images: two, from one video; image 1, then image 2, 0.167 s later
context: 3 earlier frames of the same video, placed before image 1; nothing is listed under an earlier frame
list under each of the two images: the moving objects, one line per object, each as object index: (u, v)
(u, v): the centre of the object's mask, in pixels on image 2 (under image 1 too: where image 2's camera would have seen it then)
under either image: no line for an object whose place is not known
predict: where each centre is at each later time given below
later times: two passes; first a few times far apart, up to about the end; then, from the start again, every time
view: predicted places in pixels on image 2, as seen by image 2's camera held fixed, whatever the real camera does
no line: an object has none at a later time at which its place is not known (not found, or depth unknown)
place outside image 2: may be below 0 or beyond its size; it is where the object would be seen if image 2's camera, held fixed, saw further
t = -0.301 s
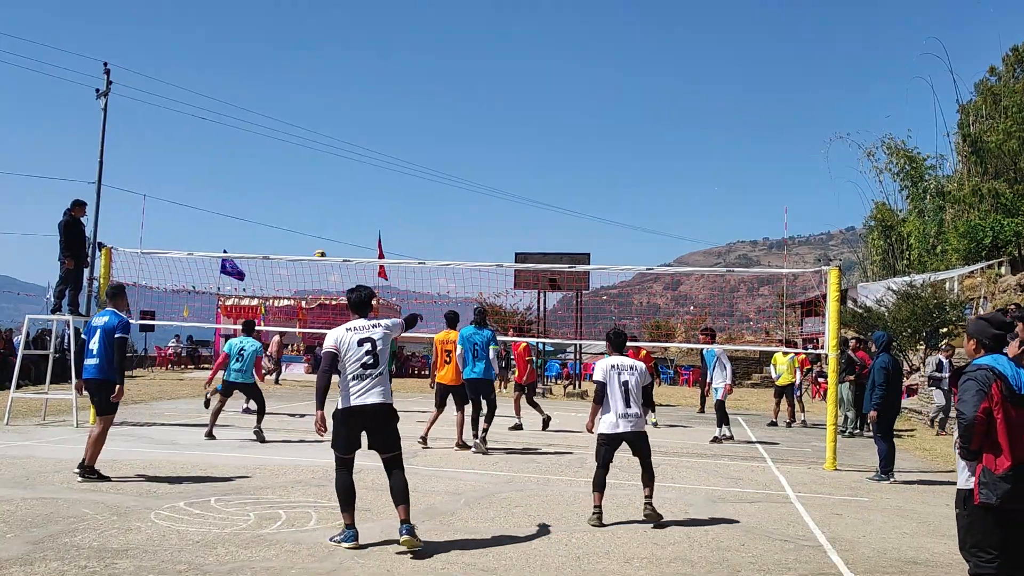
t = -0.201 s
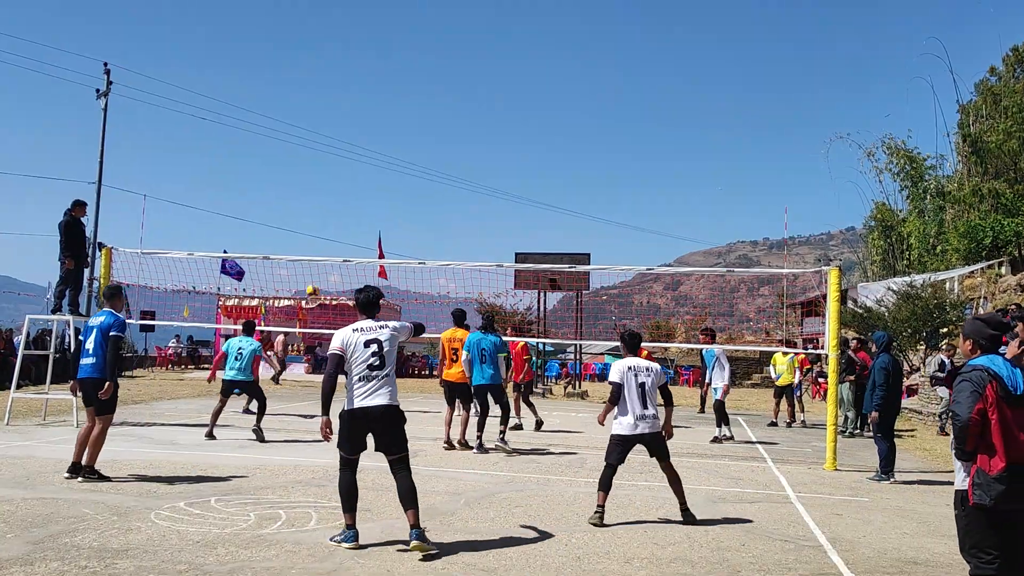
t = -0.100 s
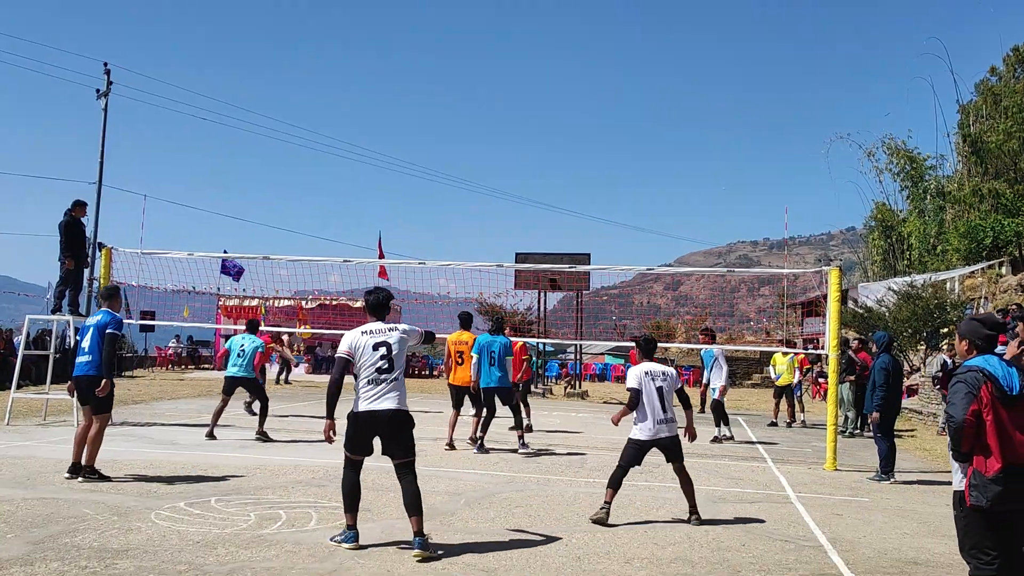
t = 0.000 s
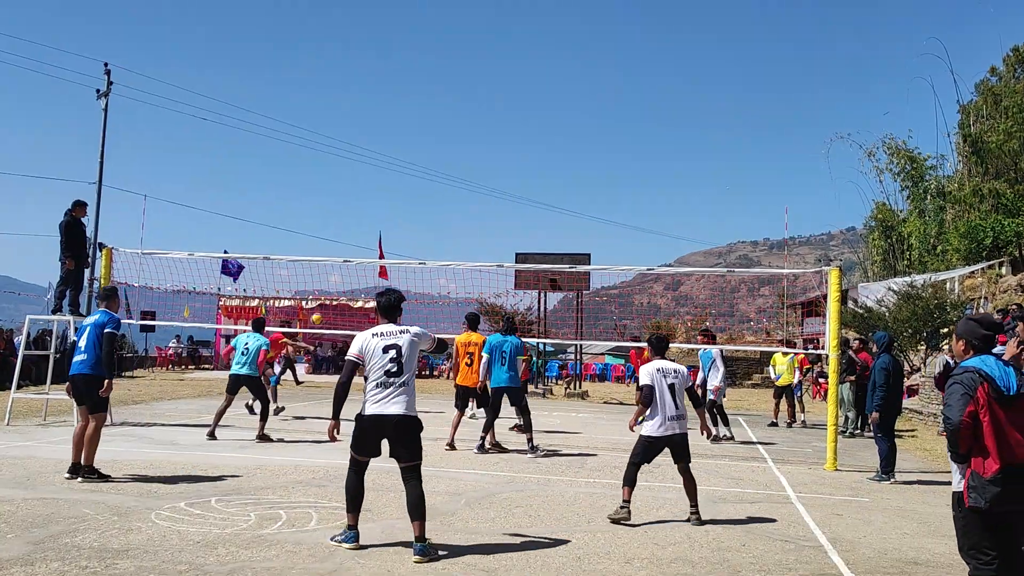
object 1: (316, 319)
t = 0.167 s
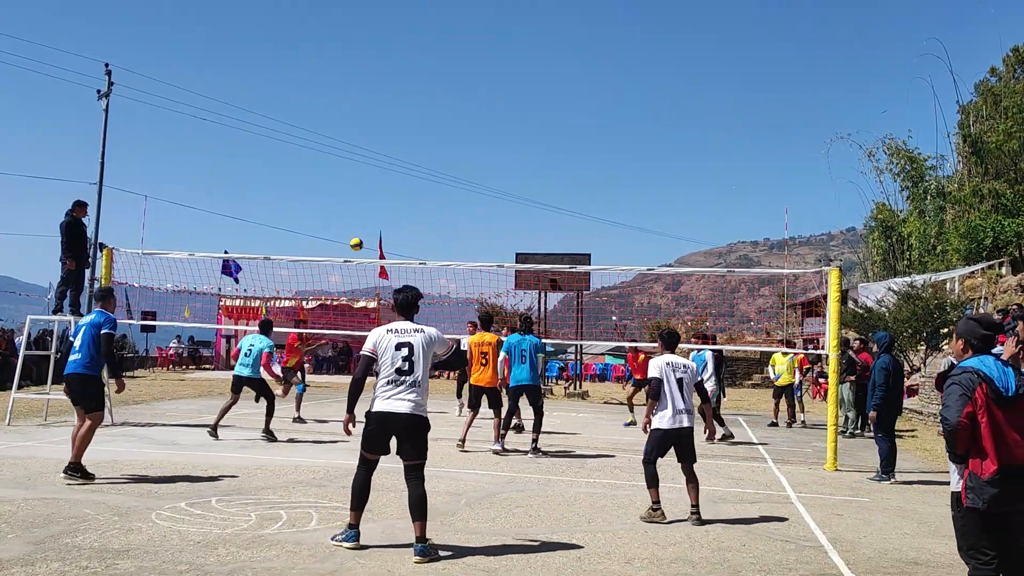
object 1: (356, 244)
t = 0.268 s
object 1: (379, 207)
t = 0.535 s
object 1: (438, 135)
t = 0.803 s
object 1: (498, 107)
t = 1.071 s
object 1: (559, 124)
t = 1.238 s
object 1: (597, 160)
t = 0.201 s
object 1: (364, 231)
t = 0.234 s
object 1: (371, 219)
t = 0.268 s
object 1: (379, 207)
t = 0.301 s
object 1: (386, 196)
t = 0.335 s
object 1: (393, 185)
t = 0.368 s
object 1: (401, 175)
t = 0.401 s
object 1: (408, 166)
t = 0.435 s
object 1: (416, 157)
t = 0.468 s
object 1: (423, 149)
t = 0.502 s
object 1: (431, 142)
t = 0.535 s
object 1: (438, 135)
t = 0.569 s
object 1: (446, 130)
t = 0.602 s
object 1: (453, 124)
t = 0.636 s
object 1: (461, 120)
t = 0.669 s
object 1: (468, 116)
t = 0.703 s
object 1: (476, 112)
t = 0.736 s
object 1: (483, 110)
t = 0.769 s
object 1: (491, 108)
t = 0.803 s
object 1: (498, 107)
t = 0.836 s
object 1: (506, 106)
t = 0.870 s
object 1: (513, 107)
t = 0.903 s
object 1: (521, 108)
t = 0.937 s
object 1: (528, 109)
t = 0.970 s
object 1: (536, 112)
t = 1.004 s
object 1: (544, 115)
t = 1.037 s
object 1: (551, 119)
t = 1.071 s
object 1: (559, 124)
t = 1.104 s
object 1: (566, 129)
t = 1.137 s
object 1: (574, 136)
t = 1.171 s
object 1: (582, 143)
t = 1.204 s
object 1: (589, 151)
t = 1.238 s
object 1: (597, 160)
